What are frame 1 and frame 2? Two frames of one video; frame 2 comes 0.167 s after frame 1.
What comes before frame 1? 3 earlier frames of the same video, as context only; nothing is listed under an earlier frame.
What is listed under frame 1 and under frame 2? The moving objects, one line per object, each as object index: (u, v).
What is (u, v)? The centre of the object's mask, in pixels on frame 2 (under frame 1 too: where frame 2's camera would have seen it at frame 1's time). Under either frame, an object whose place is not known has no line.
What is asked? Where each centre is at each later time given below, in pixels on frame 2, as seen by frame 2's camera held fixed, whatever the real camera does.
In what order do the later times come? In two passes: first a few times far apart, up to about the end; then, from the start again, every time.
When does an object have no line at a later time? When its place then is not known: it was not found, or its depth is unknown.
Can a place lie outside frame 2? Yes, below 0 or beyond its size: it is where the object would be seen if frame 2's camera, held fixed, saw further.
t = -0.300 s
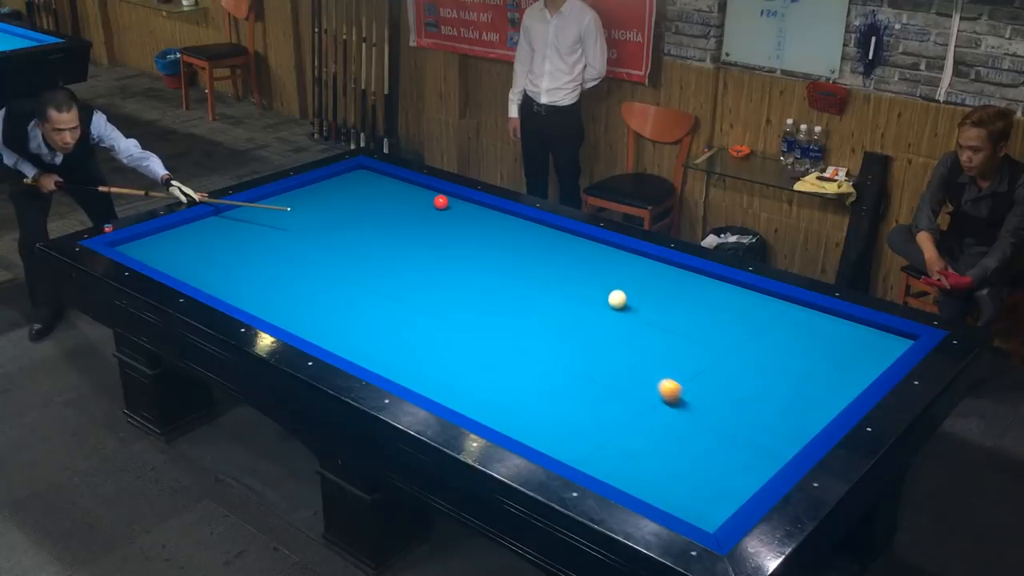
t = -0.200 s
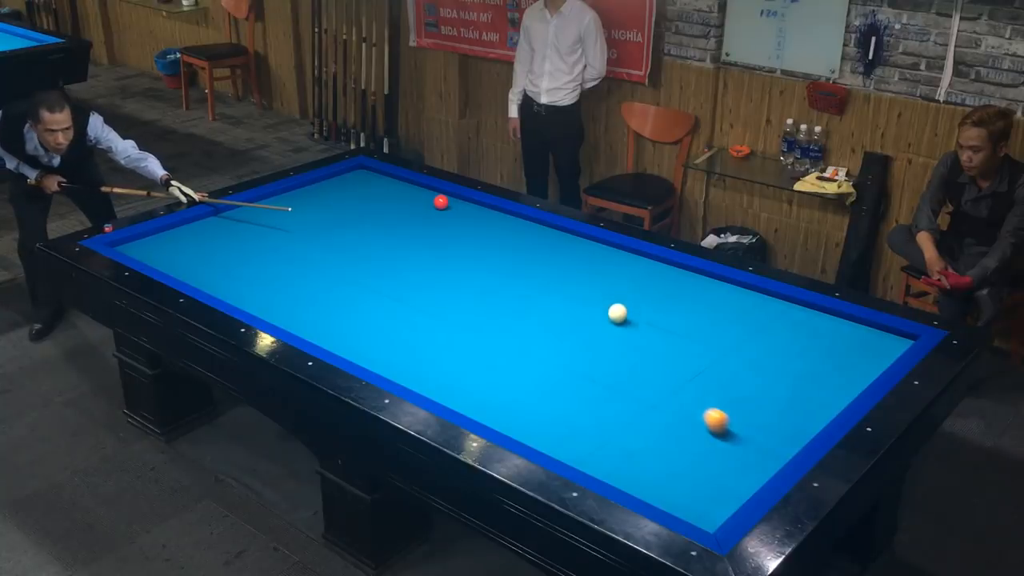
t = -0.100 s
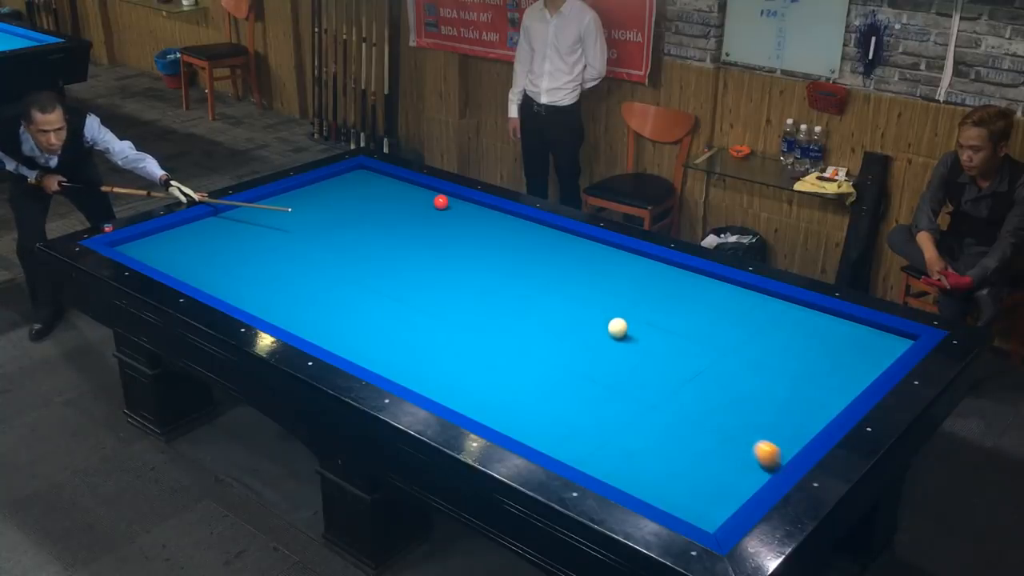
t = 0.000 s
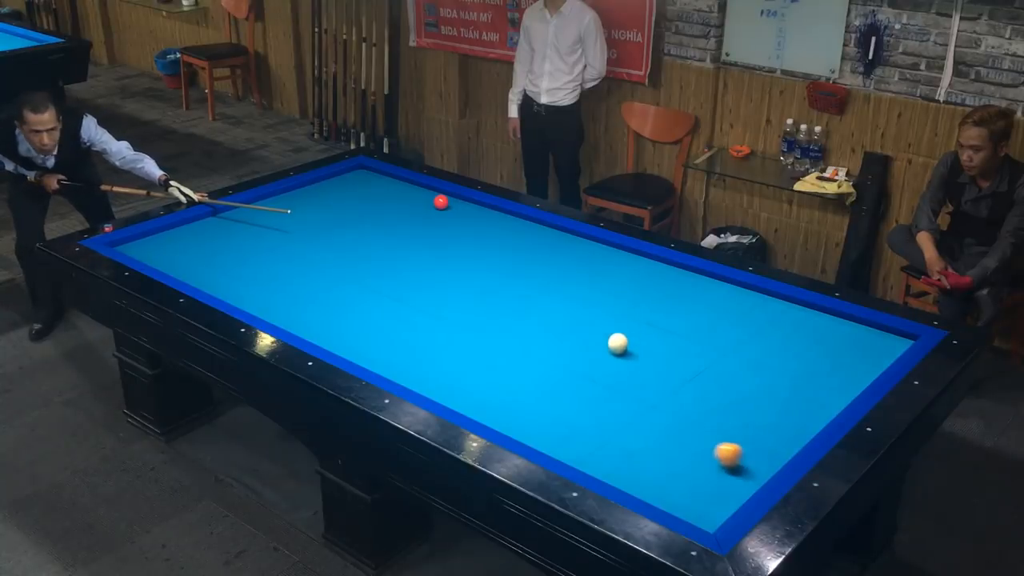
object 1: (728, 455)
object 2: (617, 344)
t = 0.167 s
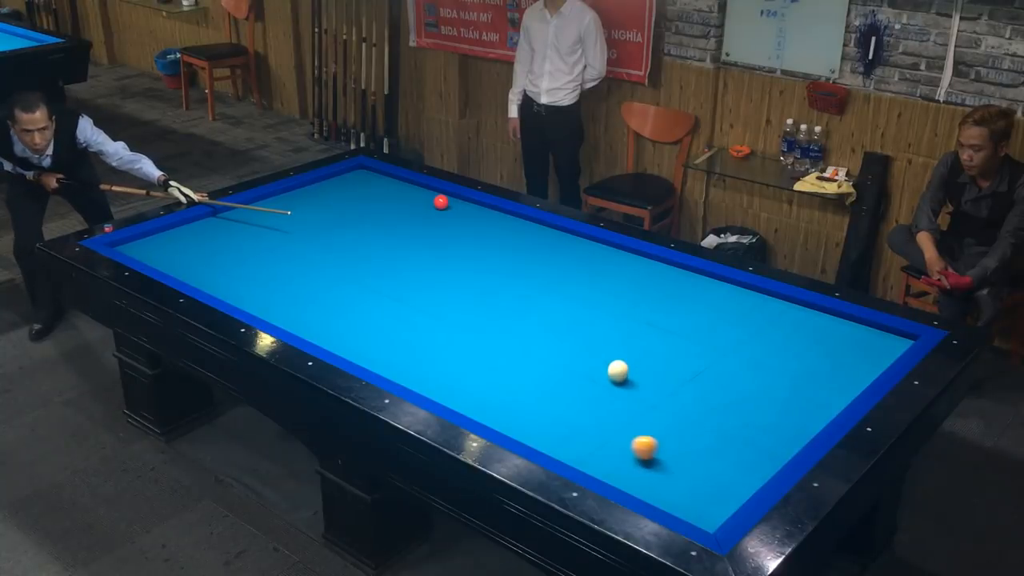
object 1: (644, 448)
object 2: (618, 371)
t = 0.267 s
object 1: (598, 445)
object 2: (618, 389)
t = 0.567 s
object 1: (508, 415)
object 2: (618, 450)
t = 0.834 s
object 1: (473, 374)
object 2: (645, 477)
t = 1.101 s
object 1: (442, 339)
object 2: (695, 471)
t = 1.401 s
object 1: (412, 305)
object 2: (750, 465)
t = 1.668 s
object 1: (389, 278)
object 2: (773, 454)
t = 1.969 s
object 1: (365, 252)
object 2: (771, 436)
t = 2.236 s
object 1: (347, 231)
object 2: (769, 421)
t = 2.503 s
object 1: (331, 212)
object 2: (767, 407)
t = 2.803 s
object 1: (315, 193)
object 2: (765, 393)
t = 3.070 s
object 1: (322, 184)
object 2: (764, 382)
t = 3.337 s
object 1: (358, 183)
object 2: (763, 372)
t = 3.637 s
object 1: (397, 182)
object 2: (761, 362)
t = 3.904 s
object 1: (410, 188)
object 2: (760, 353)
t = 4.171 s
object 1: (415, 197)
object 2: (759, 346)
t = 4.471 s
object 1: (421, 207)
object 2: (759, 338)
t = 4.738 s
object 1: (426, 216)
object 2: (758, 331)
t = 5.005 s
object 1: (432, 225)
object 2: (758, 326)
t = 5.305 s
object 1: (438, 235)
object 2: (757, 320)
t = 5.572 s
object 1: (443, 244)
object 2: (756, 316)
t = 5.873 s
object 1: (449, 254)
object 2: (756, 311)
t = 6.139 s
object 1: (455, 263)
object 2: (755, 308)
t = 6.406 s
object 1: (460, 272)
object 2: (754, 305)
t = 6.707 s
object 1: (466, 281)
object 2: (754, 302)
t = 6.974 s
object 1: (472, 290)
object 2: (753, 300)
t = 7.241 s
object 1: (477, 298)
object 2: (753, 299)
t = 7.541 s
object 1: (483, 308)
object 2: (753, 298)
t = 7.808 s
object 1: (488, 316)
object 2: (753, 298)
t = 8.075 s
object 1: (493, 323)
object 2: (753, 297)
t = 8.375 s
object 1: (499, 332)
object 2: (753, 297)
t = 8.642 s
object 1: (503, 339)
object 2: (753, 297)
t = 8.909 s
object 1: (508, 345)
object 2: (753, 297)
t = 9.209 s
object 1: (513, 352)
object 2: (753, 297)
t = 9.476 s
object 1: (516, 358)
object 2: (753, 297)
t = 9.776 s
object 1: (521, 364)
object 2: (753, 297)
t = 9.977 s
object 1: (523, 368)
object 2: (753, 297)
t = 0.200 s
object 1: (628, 447)
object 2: (618, 377)
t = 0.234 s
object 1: (613, 446)
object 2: (618, 383)
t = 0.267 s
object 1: (598, 445)
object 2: (618, 389)
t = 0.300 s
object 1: (583, 444)
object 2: (618, 396)
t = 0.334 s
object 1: (568, 443)
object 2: (618, 402)
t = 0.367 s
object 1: (553, 442)
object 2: (618, 408)
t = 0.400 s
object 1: (538, 439)
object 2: (618, 415)
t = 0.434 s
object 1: (528, 436)
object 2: (618, 422)
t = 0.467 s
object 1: (523, 431)
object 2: (618, 428)
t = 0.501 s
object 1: (518, 426)
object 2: (618, 435)
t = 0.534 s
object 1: (513, 420)
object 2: (618, 442)
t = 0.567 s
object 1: (508, 415)
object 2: (618, 450)
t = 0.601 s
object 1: (504, 410)
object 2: (619, 457)
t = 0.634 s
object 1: (499, 404)
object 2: (619, 464)
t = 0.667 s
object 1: (494, 399)
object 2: (619, 472)
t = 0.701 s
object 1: (490, 394)
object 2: (620, 477)
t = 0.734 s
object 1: (485, 389)
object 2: (624, 481)
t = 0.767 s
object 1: (481, 384)
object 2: (631, 480)
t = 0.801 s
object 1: (477, 379)
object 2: (638, 479)
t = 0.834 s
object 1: (473, 374)
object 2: (645, 477)
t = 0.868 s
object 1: (469, 369)
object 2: (651, 477)
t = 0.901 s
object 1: (464, 365)
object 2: (658, 476)
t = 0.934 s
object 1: (461, 360)
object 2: (664, 475)
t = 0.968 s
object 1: (457, 356)
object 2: (670, 474)
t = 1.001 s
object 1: (453, 352)
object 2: (677, 474)
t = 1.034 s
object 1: (449, 347)
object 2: (683, 473)
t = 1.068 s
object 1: (446, 343)
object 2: (689, 472)
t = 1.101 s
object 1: (442, 339)
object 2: (695, 471)
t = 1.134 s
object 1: (439, 335)
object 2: (702, 471)
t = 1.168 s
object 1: (435, 331)
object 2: (708, 470)
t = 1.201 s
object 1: (431, 327)
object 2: (714, 469)
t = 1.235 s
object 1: (428, 323)
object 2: (720, 469)
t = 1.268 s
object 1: (425, 319)
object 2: (726, 468)
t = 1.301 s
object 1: (421, 315)
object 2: (732, 467)
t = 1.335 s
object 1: (418, 312)
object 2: (738, 466)
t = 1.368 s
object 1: (415, 308)
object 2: (744, 466)
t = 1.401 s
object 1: (412, 305)
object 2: (750, 465)
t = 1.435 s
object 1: (409, 301)
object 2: (755, 464)
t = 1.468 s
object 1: (406, 298)
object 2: (761, 464)
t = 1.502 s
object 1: (403, 294)
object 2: (767, 463)
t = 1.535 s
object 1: (400, 291)
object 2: (772, 461)
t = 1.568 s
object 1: (397, 288)
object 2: (773, 459)
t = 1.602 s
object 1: (394, 284)
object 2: (773, 458)
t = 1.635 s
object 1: (392, 281)
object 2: (773, 456)
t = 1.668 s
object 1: (389, 278)
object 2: (773, 454)
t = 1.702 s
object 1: (386, 275)
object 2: (773, 452)
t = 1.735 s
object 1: (383, 272)
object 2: (773, 450)
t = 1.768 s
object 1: (381, 269)
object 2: (772, 448)
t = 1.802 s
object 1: (378, 266)
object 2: (772, 445)
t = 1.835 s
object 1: (375, 263)
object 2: (772, 443)
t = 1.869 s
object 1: (373, 260)
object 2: (772, 441)
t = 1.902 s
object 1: (370, 257)
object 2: (771, 439)
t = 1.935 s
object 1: (368, 254)
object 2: (771, 438)
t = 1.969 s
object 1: (365, 252)
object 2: (771, 436)
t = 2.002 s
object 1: (363, 249)
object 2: (771, 433)
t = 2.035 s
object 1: (361, 246)
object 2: (770, 432)
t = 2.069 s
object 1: (358, 244)
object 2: (770, 430)
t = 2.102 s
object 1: (356, 241)
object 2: (770, 428)
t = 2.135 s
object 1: (354, 238)
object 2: (770, 426)
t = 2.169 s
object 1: (352, 236)
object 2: (770, 424)
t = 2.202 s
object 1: (349, 233)
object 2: (769, 422)
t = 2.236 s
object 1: (347, 231)
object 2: (769, 421)
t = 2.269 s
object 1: (345, 228)
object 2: (769, 419)
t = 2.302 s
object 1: (343, 226)
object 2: (768, 417)
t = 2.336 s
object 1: (341, 224)
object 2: (768, 416)
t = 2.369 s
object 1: (339, 221)
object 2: (768, 414)
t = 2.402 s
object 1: (337, 219)
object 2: (768, 412)
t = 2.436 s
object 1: (335, 217)
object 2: (768, 411)
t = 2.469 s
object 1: (333, 214)
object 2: (767, 409)
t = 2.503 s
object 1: (331, 212)
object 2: (767, 407)
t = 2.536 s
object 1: (329, 210)
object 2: (767, 405)
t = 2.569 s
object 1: (327, 208)
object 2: (767, 404)
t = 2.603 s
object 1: (326, 206)
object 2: (767, 402)
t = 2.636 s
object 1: (324, 204)
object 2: (766, 401)
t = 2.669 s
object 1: (322, 201)
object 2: (766, 399)
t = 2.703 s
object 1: (320, 199)
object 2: (766, 398)
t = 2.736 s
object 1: (318, 197)
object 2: (766, 396)
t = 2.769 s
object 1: (317, 195)
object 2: (765, 395)
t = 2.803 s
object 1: (315, 193)
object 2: (765, 393)
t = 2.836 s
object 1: (313, 191)
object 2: (765, 392)
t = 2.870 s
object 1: (312, 189)
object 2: (765, 390)
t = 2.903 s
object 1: (310, 187)
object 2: (765, 389)
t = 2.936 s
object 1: (308, 185)
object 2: (765, 388)
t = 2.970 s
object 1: (308, 184)
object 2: (764, 386)
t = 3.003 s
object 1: (313, 184)
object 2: (764, 385)
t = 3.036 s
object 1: (317, 184)
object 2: (764, 384)
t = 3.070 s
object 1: (322, 184)
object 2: (764, 382)
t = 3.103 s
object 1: (327, 184)
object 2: (764, 381)
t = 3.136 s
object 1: (331, 184)
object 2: (763, 380)
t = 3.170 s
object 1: (335, 184)
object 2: (763, 378)
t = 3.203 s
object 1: (340, 183)
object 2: (763, 377)
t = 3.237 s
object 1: (344, 183)
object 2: (763, 376)
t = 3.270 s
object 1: (349, 183)
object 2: (763, 375)
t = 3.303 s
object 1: (353, 183)
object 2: (763, 373)
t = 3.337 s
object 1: (358, 183)
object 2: (763, 372)
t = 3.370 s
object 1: (362, 183)
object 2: (762, 371)
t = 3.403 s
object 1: (367, 183)
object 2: (762, 370)
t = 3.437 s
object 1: (371, 183)
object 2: (762, 369)
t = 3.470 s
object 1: (375, 183)
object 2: (762, 367)
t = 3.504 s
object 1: (379, 183)
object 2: (762, 366)
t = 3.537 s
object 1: (384, 183)
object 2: (762, 365)
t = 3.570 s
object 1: (388, 182)
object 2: (762, 364)
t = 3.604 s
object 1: (392, 182)
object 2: (762, 363)
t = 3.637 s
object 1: (397, 182)
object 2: (761, 362)
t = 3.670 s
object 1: (401, 182)
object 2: (761, 361)
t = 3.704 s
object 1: (405, 182)
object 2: (761, 360)
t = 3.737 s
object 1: (407, 183)
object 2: (761, 358)
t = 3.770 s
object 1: (408, 184)
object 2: (761, 357)
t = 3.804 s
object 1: (408, 185)
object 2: (761, 357)
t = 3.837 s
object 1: (409, 186)
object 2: (761, 355)
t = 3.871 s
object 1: (410, 187)
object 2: (760, 354)
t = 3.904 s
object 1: (410, 188)
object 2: (760, 353)
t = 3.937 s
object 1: (411, 189)
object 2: (760, 352)
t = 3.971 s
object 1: (411, 190)
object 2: (760, 351)
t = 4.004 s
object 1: (412, 191)
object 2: (760, 350)
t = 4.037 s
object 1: (413, 192)
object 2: (760, 349)
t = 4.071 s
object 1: (413, 194)
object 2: (760, 348)
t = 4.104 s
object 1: (414, 195)
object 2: (760, 348)
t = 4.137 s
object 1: (415, 196)
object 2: (760, 346)
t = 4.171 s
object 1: (415, 197)
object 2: (759, 346)
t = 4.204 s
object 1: (416, 198)
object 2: (759, 345)
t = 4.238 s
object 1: (417, 199)
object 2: (759, 344)
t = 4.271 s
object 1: (418, 200)
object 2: (759, 343)
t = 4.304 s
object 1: (418, 201)
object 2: (759, 342)
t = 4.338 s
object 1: (419, 202)
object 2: (759, 341)
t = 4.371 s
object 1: (419, 204)
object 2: (759, 340)
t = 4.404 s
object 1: (420, 205)
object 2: (759, 339)
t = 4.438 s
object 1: (421, 206)
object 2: (759, 339)
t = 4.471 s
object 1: (421, 207)
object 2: (759, 338)
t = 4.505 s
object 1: (422, 208)
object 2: (759, 337)
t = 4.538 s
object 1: (423, 209)
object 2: (759, 336)
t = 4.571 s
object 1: (423, 210)
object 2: (759, 335)
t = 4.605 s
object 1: (424, 211)
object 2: (759, 334)
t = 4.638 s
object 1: (424, 212)
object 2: (758, 334)
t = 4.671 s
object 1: (425, 213)
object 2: (758, 333)
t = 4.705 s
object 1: (426, 215)
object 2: (758, 332)
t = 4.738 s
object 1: (426, 216)
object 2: (758, 331)
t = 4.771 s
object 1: (427, 217)
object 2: (758, 331)
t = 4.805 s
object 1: (428, 218)
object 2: (758, 330)
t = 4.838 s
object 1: (428, 219)
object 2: (758, 329)
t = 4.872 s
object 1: (429, 220)
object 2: (758, 329)
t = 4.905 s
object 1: (430, 221)
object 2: (758, 328)
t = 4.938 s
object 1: (430, 222)
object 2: (758, 327)
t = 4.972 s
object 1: (431, 223)
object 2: (758, 326)
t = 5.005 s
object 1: (432, 225)
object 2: (758, 326)
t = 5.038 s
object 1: (432, 226)
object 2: (757, 325)
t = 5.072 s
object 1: (433, 227)
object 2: (757, 324)
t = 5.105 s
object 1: (434, 228)
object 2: (757, 324)
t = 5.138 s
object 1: (434, 229)
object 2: (757, 323)
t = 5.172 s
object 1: (435, 230)
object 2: (757, 322)
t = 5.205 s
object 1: (436, 231)
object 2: (757, 322)
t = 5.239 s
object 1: (436, 232)
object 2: (757, 321)
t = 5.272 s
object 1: (437, 234)
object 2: (757, 321)
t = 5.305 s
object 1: (438, 235)
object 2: (757, 320)
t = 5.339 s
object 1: (438, 236)
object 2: (757, 319)
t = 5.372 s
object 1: (439, 237)
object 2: (757, 319)
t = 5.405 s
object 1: (440, 238)
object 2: (757, 318)
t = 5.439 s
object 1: (440, 239)
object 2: (757, 318)
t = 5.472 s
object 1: (441, 240)
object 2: (757, 317)
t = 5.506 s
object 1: (442, 241)
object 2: (757, 317)
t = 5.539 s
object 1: (442, 243)
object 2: (756, 316)
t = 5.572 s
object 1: (443, 244)
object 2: (756, 316)
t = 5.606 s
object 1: (444, 245)
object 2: (756, 315)
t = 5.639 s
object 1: (445, 246)
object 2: (756, 315)
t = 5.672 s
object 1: (445, 247)
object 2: (756, 314)
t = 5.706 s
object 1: (446, 248)
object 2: (756, 314)
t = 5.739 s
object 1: (447, 249)
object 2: (756, 313)
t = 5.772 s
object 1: (447, 250)
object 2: (756, 313)
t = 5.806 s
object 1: (448, 252)
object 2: (756, 312)
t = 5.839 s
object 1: (449, 253)
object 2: (756, 312)
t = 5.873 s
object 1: (449, 254)
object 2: (756, 311)
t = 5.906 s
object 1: (450, 255)
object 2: (755, 311)
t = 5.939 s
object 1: (451, 256)
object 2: (755, 311)
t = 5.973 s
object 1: (451, 257)
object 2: (755, 310)
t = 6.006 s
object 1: (452, 258)
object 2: (755, 310)
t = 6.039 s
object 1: (453, 259)
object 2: (755, 309)
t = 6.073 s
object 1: (453, 261)
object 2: (755, 309)
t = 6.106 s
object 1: (454, 262)
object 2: (755, 308)
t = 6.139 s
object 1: (455, 263)
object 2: (755, 308)
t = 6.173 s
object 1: (456, 264)
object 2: (755, 308)
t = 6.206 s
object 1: (456, 265)
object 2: (755, 307)
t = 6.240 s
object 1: (457, 266)
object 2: (755, 307)
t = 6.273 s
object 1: (457, 267)
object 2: (755, 307)
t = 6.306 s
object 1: (458, 268)
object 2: (755, 306)
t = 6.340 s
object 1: (459, 270)
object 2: (755, 306)
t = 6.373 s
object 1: (460, 271)
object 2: (754, 305)
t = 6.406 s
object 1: (460, 272)
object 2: (754, 305)
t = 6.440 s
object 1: (461, 273)
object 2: (754, 305)
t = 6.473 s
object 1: (462, 274)
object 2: (754, 304)
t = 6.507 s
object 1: (462, 275)
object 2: (754, 304)
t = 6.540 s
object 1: (463, 276)
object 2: (754, 304)
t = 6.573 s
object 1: (463, 277)
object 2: (754, 304)
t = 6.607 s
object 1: (464, 278)
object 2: (754, 303)
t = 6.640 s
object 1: (465, 279)
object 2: (754, 303)
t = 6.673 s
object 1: (465, 280)
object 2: (754, 303)
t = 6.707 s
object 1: (466, 281)
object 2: (754, 302)
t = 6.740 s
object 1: (467, 283)
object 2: (753, 302)
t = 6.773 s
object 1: (468, 284)
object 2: (753, 302)
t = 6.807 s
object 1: (468, 285)
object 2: (753, 302)
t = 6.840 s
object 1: (469, 286)
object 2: (753, 301)
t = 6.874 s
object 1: (470, 287)
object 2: (753, 301)
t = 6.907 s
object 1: (470, 288)
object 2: (753, 301)
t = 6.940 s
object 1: (471, 289)
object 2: (753, 301)
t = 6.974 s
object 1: (472, 290)
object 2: (753, 300)
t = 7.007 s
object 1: (472, 291)
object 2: (753, 300)
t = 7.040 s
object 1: (473, 292)
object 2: (753, 300)
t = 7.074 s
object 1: (474, 293)
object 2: (753, 300)
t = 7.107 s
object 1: (474, 294)
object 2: (753, 300)
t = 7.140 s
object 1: (475, 295)
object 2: (753, 300)
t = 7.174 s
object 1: (476, 297)
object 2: (753, 299)
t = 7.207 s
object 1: (476, 298)
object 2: (753, 299)
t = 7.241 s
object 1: (477, 298)
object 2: (753, 299)
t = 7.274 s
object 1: (478, 299)
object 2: (753, 299)
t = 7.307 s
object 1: (479, 301)
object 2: (753, 299)
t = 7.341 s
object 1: (479, 302)
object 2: (753, 299)
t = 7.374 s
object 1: (480, 303)
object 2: (753, 298)
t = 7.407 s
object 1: (480, 304)
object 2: (753, 298)
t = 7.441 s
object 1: (481, 305)
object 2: (753, 298)
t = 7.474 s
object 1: (482, 306)
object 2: (753, 298)
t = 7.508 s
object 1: (483, 307)
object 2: (754, 298)
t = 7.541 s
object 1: (483, 308)
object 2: (753, 298)
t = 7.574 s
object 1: (484, 309)
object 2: (754, 298)
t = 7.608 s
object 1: (485, 310)
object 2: (754, 298)
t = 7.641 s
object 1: (485, 311)
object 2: (753, 298)
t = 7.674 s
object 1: (486, 312)
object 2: (754, 298)
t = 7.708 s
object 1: (487, 313)
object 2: (754, 298)
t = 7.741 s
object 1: (487, 314)
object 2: (753, 298)
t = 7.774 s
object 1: (488, 315)
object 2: (753, 298)
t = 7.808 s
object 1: (488, 316)
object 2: (753, 298)
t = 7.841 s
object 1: (489, 317)
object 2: (753, 298)
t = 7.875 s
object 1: (490, 318)
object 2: (753, 298)
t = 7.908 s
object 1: (490, 319)
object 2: (753, 297)
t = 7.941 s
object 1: (491, 320)
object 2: (753, 297)
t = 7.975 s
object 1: (492, 320)
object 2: (753, 297)
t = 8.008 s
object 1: (492, 322)
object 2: (753, 297)
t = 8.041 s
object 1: (493, 323)
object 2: (753, 297)
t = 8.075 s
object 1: (493, 323)
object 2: (753, 297)
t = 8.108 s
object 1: (494, 324)
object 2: (753, 297)
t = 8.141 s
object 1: (494, 325)
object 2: (753, 297)
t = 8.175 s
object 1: (495, 326)
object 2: (753, 297)
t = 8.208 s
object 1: (496, 327)
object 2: (753, 297)
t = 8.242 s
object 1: (496, 328)
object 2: (753, 297)
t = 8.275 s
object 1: (497, 329)
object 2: (753, 297)
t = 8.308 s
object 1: (498, 330)
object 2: (753, 297)
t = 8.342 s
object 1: (498, 331)
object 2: (753, 297)
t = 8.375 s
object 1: (499, 332)
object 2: (753, 297)
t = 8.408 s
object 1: (499, 333)
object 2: (753, 297)
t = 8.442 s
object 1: (500, 334)
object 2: (753, 297)
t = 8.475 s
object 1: (501, 334)
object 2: (753, 297)
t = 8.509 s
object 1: (501, 335)
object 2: (753, 297)
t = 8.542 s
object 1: (502, 336)
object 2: (753, 297)
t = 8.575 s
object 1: (502, 337)
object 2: (753, 297)
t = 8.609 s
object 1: (503, 338)
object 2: (753, 297)
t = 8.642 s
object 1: (503, 339)
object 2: (753, 297)
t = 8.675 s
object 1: (504, 340)
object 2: (753, 297)
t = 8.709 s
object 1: (504, 341)
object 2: (753, 297)
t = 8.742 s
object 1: (505, 341)
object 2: (753, 297)
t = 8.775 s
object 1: (506, 342)
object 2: (753, 297)
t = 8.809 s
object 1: (506, 343)
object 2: (753, 297)
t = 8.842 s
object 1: (507, 344)
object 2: (753, 297)
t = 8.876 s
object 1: (507, 345)
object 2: (753, 297)
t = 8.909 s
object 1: (508, 345)
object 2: (753, 297)
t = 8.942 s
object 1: (508, 346)
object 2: (753, 297)
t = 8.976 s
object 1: (509, 347)
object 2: (753, 297)
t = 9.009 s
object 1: (509, 348)
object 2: (753, 297)
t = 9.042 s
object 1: (510, 349)
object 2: (753, 297)
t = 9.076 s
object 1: (510, 349)
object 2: (753, 297)
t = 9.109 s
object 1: (511, 350)
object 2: (753, 297)
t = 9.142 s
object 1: (512, 351)
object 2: (753, 297)
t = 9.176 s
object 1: (512, 352)
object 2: (753, 297)
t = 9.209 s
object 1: (513, 352)
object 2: (753, 297)
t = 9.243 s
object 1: (513, 353)
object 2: (753, 297)
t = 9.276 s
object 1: (514, 354)
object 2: (753, 297)
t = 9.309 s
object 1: (514, 355)
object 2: (753, 297)
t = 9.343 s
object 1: (514, 356)
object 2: (753, 297)
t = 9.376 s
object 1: (515, 356)
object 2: (753, 297)
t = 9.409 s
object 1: (515, 357)
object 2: (753, 297)
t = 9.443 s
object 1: (516, 357)
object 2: (753, 297)
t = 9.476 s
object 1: (516, 358)
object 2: (753, 297)
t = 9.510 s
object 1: (517, 359)
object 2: (753, 297)
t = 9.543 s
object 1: (517, 359)
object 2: (753, 297)
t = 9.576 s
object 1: (518, 360)
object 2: (753, 297)
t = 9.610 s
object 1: (518, 361)
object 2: (753, 297)
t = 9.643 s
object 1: (519, 362)
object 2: (753, 297)
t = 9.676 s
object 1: (519, 362)
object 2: (753, 297)
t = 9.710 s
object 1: (520, 363)
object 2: (753, 297)
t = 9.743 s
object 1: (520, 363)
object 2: (753, 297)
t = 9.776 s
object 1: (521, 364)
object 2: (753, 297)
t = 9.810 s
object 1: (521, 365)
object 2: (753, 297)
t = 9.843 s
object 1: (521, 365)
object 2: (753, 297)
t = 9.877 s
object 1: (522, 366)
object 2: (753, 297)
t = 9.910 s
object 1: (522, 367)
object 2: (753, 297)
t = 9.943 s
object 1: (523, 367)
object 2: (753, 297)
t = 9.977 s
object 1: (523, 368)
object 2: (753, 297)
